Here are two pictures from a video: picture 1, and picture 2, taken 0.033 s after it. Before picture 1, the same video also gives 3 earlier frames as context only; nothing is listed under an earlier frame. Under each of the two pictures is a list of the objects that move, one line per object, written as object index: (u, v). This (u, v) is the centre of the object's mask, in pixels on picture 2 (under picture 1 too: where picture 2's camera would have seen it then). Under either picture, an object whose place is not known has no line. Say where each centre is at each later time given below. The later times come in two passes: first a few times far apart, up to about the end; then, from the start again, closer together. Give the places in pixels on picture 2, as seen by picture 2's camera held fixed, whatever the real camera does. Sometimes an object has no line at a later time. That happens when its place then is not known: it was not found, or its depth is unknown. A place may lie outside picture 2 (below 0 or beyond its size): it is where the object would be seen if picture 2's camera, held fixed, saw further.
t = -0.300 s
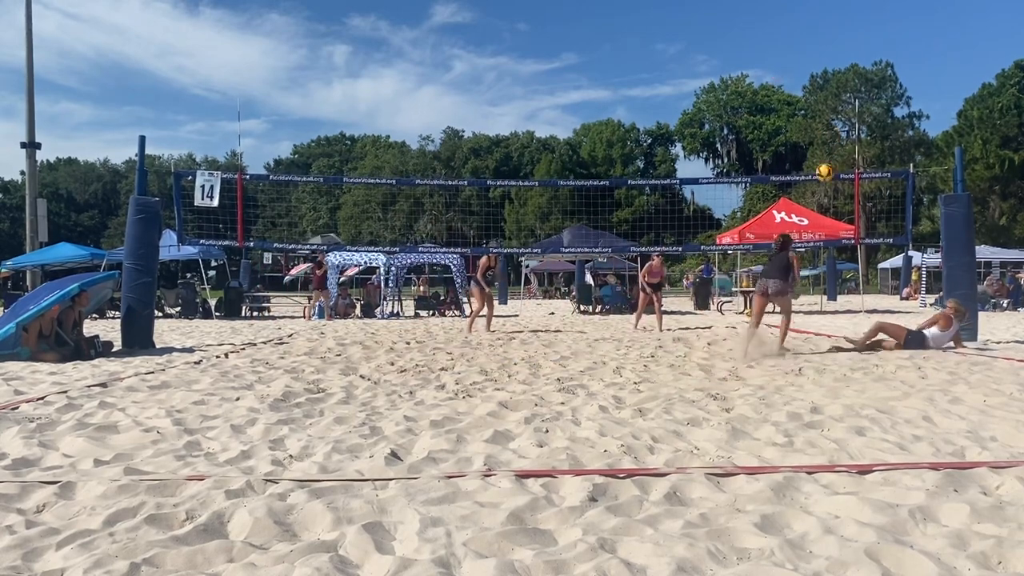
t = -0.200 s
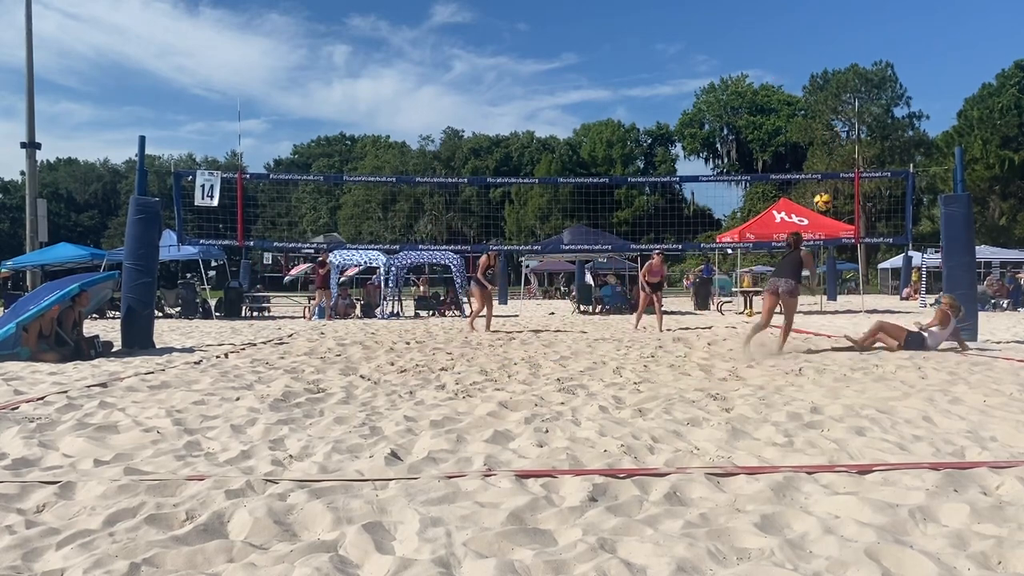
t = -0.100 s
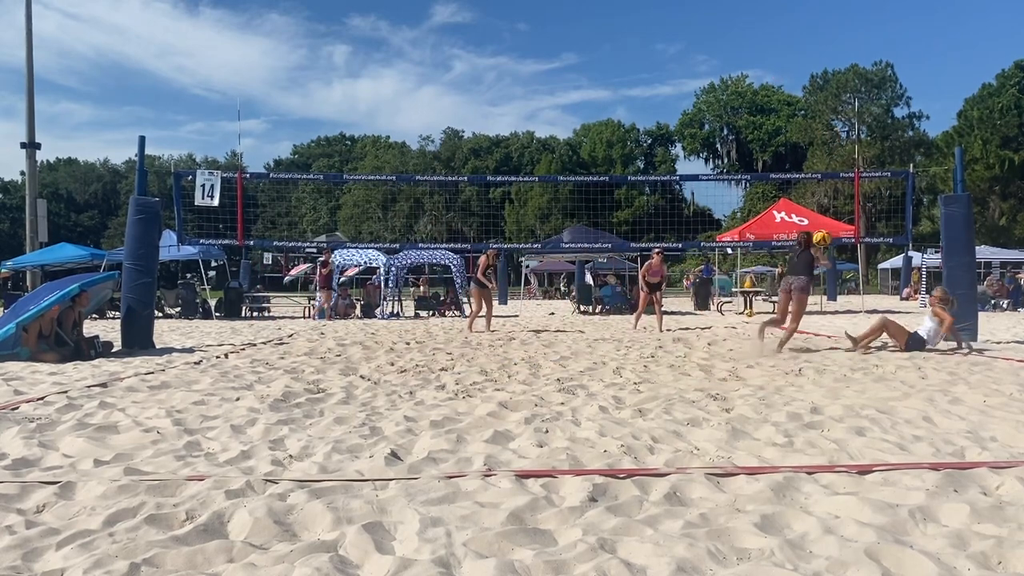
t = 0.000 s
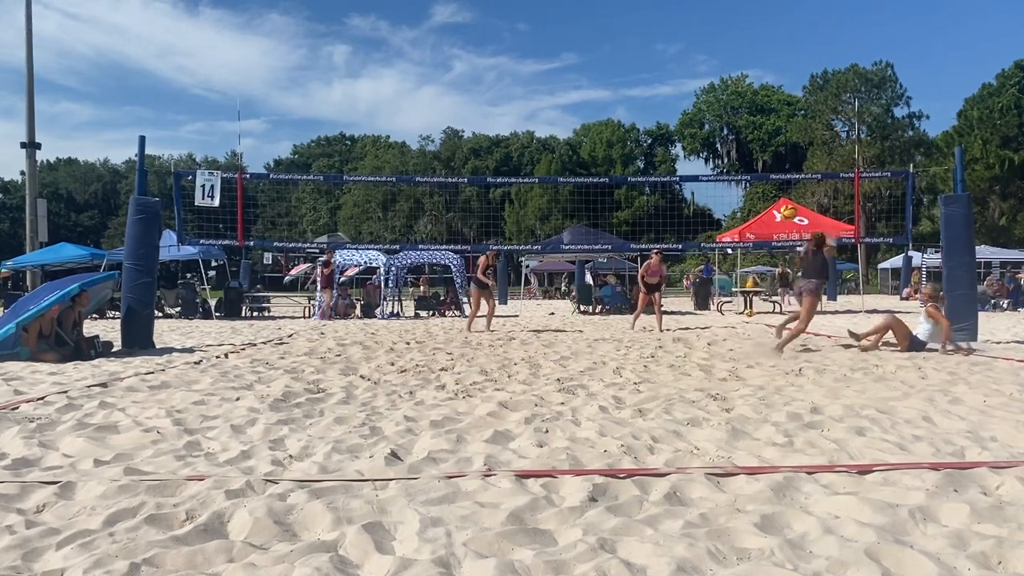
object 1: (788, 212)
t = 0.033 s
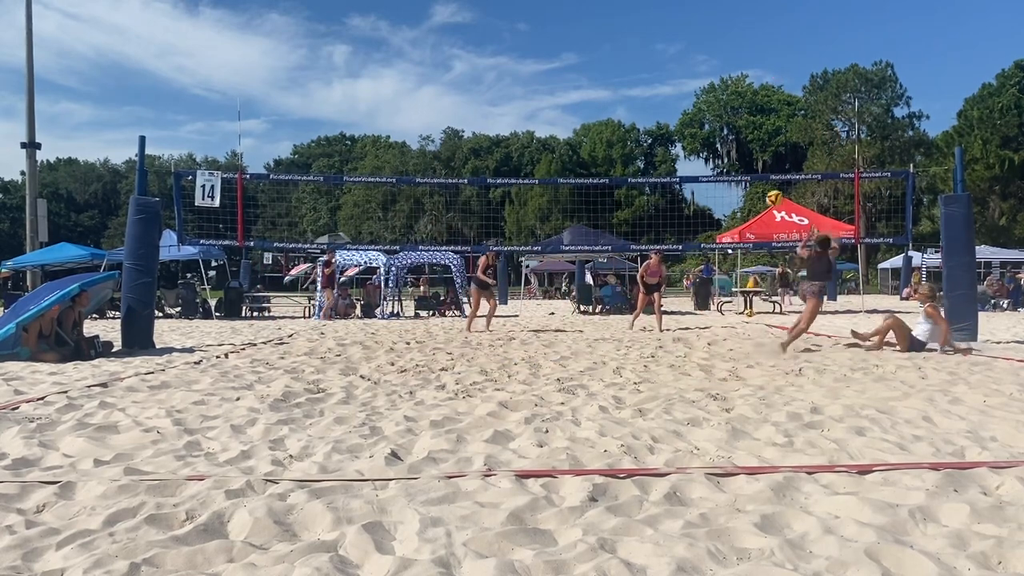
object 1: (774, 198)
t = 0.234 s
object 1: (695, 138)
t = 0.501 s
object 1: (597, 111)
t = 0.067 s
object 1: (761, 186)
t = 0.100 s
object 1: (747, 175)
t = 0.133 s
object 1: (734, 165)
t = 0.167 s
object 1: (721, 155)
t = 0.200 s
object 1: (708, 147)
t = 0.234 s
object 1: (695, 138)
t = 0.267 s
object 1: (682, 132)
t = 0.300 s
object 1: (670, 127)
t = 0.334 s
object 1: (657, 122)
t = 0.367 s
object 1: (645, 118)
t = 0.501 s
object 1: (597, 111)
